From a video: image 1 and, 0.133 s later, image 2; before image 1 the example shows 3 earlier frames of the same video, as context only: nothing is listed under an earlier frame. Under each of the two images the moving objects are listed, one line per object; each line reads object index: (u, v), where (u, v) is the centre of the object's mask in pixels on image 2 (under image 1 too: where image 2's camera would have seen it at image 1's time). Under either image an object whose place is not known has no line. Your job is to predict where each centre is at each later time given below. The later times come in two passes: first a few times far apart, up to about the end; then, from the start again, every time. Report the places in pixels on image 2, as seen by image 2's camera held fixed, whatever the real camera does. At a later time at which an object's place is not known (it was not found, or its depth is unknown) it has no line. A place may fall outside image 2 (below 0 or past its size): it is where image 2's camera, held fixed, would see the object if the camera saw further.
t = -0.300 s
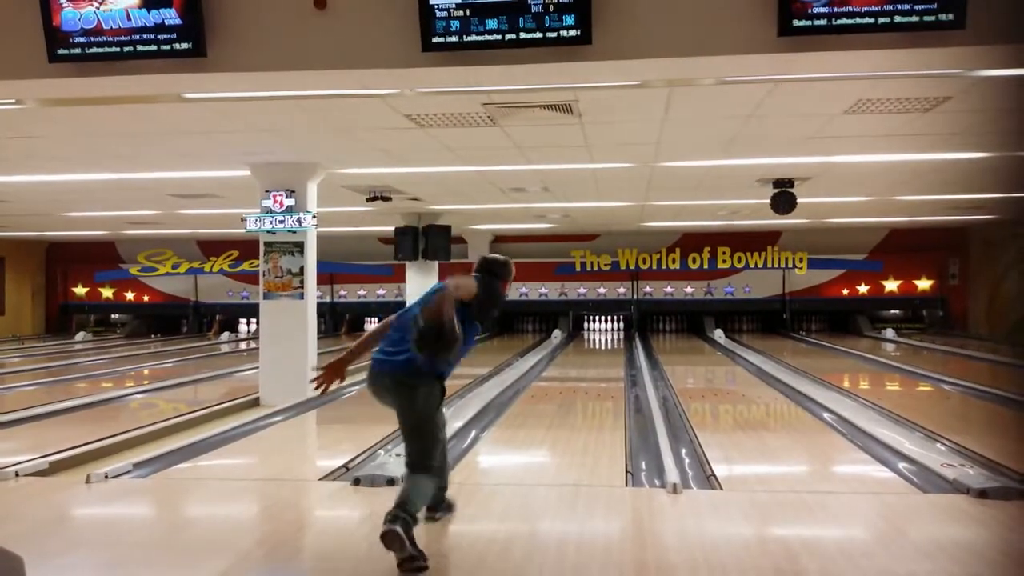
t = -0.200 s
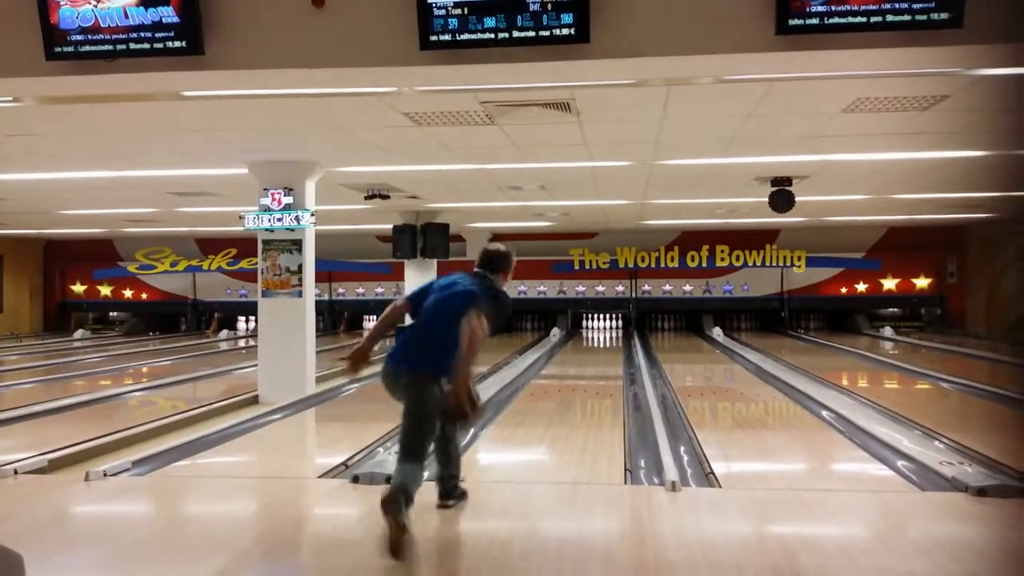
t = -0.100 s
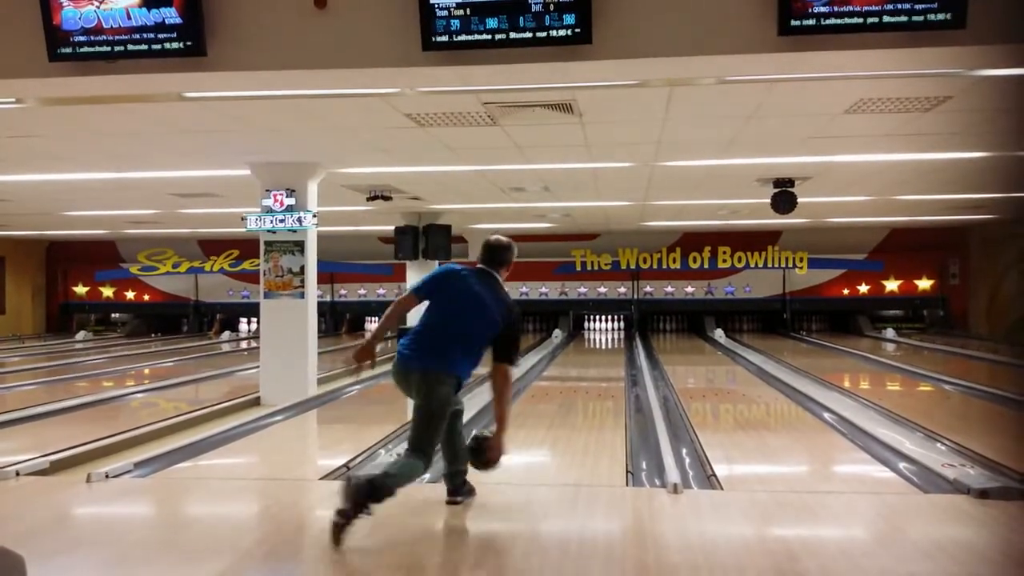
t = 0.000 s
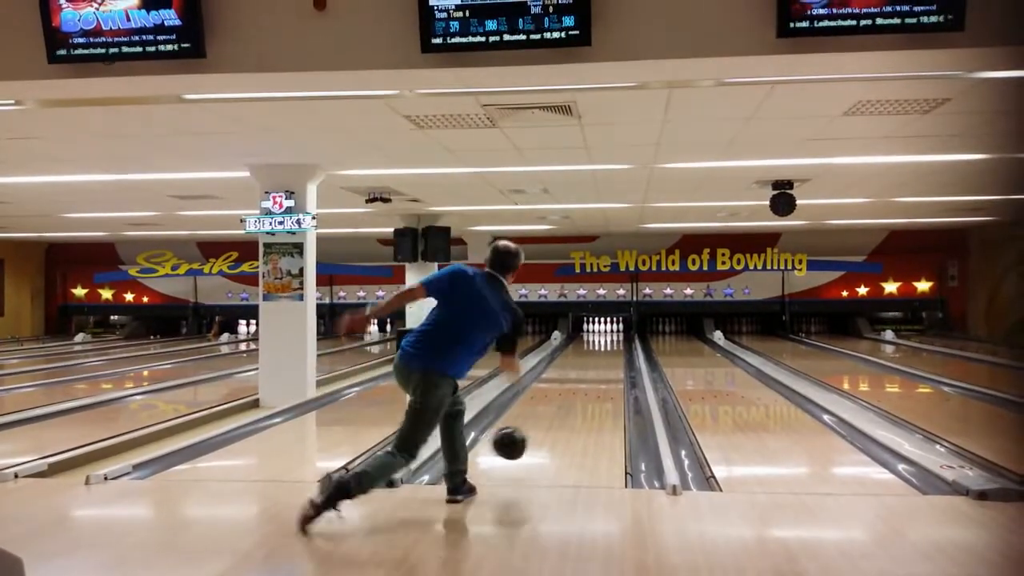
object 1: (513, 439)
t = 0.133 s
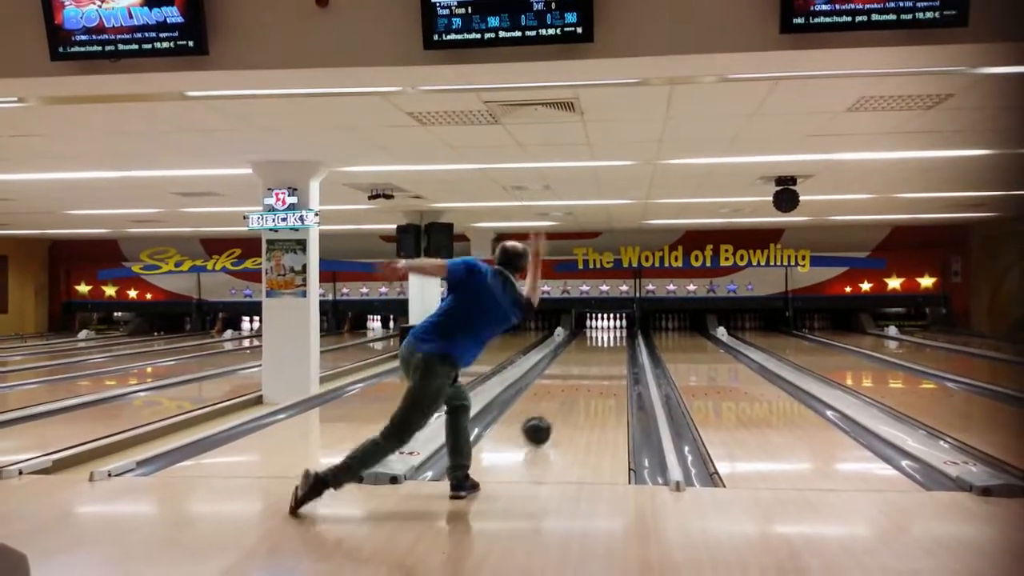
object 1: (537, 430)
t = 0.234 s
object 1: (550, 416)
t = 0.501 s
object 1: (574, 389)
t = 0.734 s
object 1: (589, 372)
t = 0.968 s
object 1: (598, 362)
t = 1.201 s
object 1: (605, 353)
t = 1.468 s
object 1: (612, 344)
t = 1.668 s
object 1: (615, 339)
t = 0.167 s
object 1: (541, 426)
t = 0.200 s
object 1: (545, 421)
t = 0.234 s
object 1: (550, 416)
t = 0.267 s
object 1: (553, 412)
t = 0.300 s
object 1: (557, 408)
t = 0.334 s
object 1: (560, 405)
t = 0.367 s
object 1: (563, 401)
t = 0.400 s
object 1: (567, 397)
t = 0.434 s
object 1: (569, 395)
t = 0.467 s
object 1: (572, 391)
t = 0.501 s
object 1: (574, 389)
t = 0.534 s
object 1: (576, 386)
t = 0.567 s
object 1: (579, 383)
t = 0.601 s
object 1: (581, 380)
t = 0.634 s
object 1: (583, 379)
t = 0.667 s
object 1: (585, 376)
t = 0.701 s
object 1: (587, 374)
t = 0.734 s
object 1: (589, 372)
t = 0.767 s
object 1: (590, 371)
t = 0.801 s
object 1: (591, 370)
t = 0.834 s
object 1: (593, 368)
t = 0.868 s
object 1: (594, 367)
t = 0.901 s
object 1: (596, 365)
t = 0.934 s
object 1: (597, 363)
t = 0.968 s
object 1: (598, 362)
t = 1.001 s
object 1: (599, 361)
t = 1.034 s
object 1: (600, 359)
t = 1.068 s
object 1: (602, 358)
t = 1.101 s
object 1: (603, 356)
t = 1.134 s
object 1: (604, 355)
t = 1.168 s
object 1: (605, 354)
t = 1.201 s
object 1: (605, 353)
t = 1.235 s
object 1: (606, 352)
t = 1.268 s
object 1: (607, 350)
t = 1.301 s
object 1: (608, 348)
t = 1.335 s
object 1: (608, 348)
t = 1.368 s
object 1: (609, 346)
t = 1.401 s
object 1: (610, 345)
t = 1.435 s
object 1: (611, 345)
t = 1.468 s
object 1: (612, 344)
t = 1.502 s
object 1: (612, 344)
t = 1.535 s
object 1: (613, 342)
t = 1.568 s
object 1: (613, 342)
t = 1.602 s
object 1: (613, 341)
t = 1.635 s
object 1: (614, 340)
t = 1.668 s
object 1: (615, 339)
